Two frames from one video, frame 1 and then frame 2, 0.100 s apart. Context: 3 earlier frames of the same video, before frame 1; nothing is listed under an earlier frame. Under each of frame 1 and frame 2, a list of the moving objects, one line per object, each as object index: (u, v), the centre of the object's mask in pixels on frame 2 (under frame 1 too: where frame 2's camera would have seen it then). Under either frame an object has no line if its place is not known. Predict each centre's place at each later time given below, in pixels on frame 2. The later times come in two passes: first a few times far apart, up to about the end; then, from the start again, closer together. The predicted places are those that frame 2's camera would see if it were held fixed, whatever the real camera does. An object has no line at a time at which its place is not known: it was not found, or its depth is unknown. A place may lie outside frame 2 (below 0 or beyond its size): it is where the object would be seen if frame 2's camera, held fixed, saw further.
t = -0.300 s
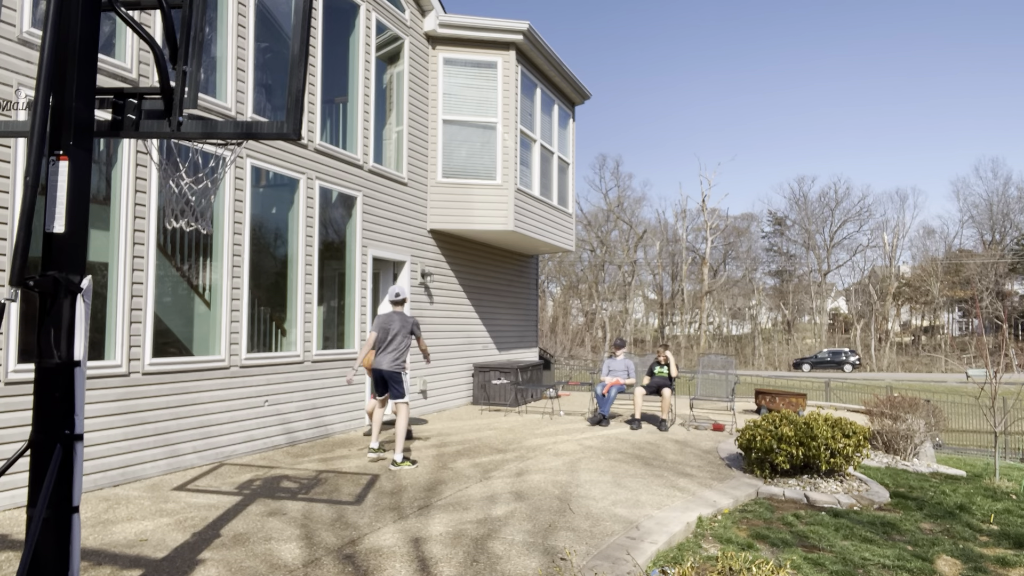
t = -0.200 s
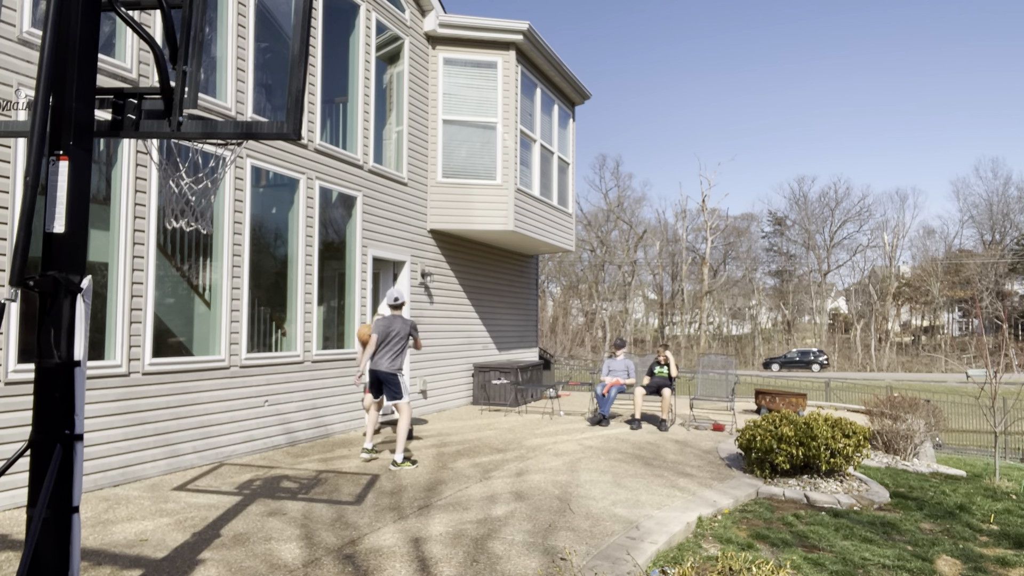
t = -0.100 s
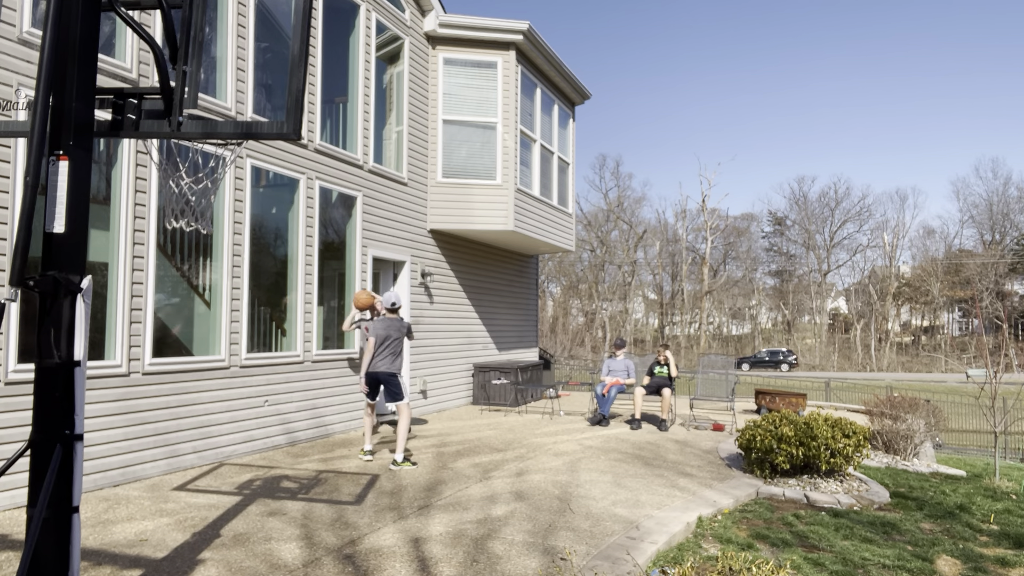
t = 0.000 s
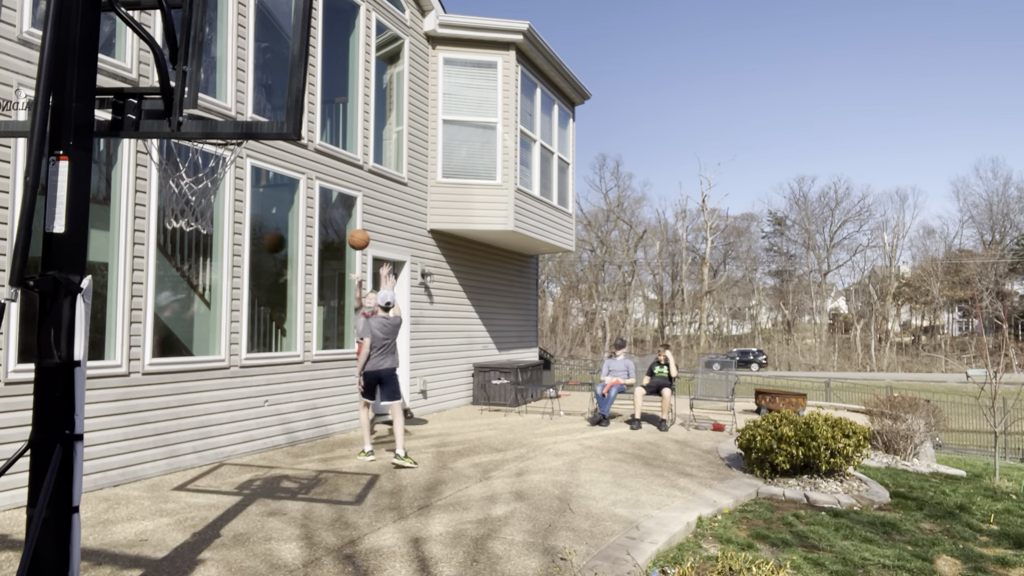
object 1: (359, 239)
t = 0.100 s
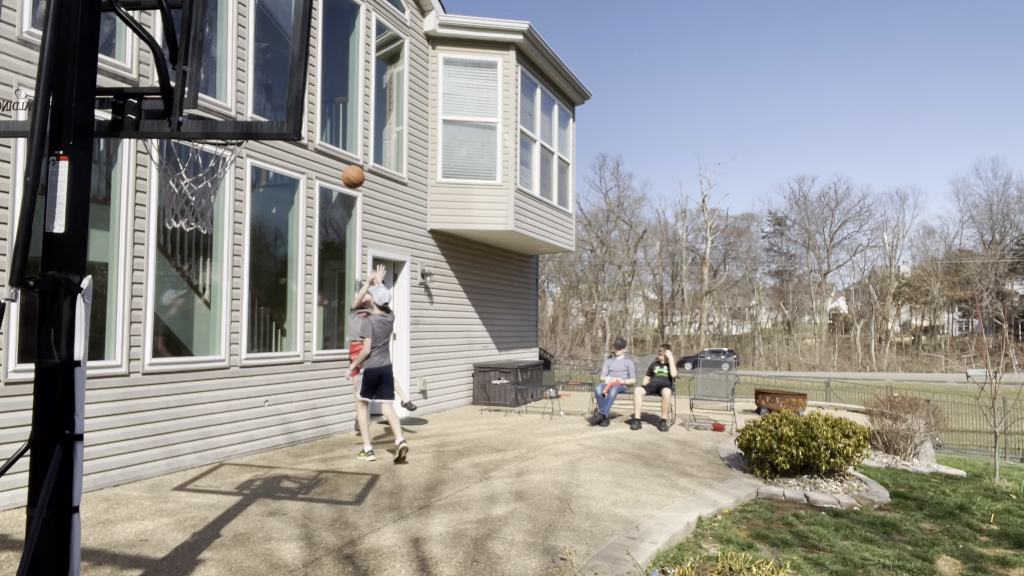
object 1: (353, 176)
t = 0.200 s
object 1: (346, 119)
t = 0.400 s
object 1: (330, 19)
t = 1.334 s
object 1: (162, 181)
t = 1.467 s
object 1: (149, 280)
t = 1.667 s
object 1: (118, 548)
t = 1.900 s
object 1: (180, 527)
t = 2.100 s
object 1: (253, 546)
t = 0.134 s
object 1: (351, 156)
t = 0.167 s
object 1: (348, 137)
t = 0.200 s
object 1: (346, 119)
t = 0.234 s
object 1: (344, 100)
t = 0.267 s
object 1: (341, 83)
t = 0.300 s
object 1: (339, 66)
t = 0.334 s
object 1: (336, 50)
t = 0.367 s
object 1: (334, 34)
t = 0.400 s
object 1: (330, 19)
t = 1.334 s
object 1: (162, 181)
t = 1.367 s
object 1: (158, 204)
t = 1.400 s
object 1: (155, 224)
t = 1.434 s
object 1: (152, 250)
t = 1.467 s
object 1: (149, 280)
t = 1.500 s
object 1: (144, 314)
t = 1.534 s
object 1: (140, 352)
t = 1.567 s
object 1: (135, 394)
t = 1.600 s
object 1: (129, 441)
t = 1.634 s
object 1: (124, 493)
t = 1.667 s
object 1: (118, 548)
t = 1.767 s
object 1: (136, 560)
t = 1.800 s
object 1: (146, 552)
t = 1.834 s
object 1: (157, 544)
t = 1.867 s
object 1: (168, 535)
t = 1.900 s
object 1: (180, 527)
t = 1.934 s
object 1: (191, 522)
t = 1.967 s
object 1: (203, 521)
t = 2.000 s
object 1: (216, 523)
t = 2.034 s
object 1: (228, 529)
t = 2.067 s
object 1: (240, 538)
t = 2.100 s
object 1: (253, 546)
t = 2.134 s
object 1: (266, 555)
